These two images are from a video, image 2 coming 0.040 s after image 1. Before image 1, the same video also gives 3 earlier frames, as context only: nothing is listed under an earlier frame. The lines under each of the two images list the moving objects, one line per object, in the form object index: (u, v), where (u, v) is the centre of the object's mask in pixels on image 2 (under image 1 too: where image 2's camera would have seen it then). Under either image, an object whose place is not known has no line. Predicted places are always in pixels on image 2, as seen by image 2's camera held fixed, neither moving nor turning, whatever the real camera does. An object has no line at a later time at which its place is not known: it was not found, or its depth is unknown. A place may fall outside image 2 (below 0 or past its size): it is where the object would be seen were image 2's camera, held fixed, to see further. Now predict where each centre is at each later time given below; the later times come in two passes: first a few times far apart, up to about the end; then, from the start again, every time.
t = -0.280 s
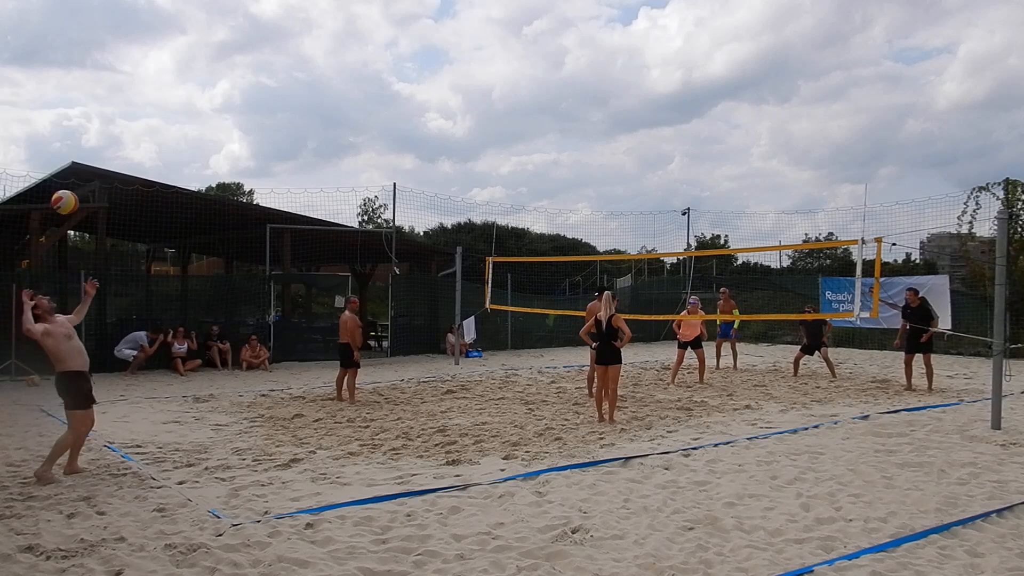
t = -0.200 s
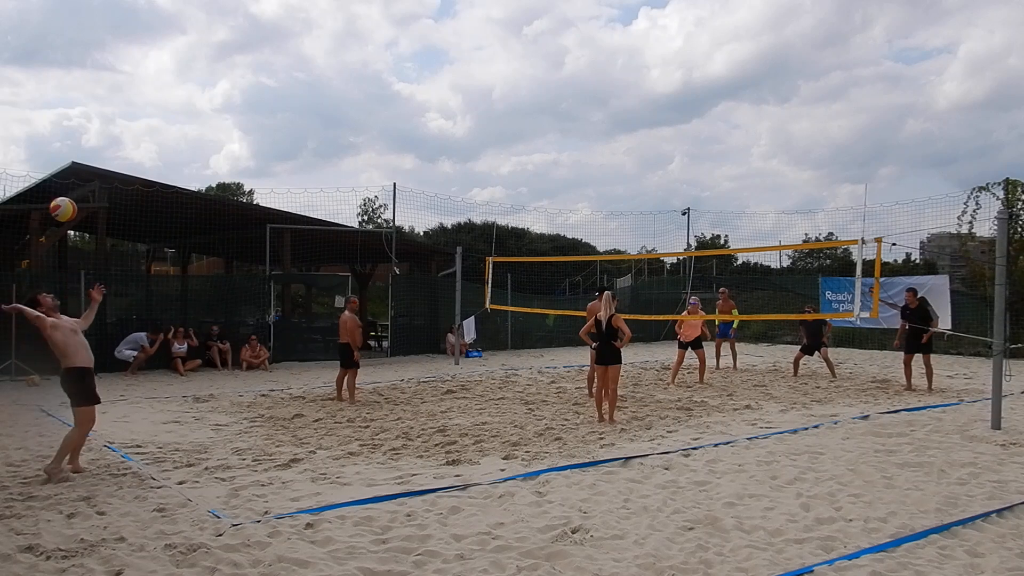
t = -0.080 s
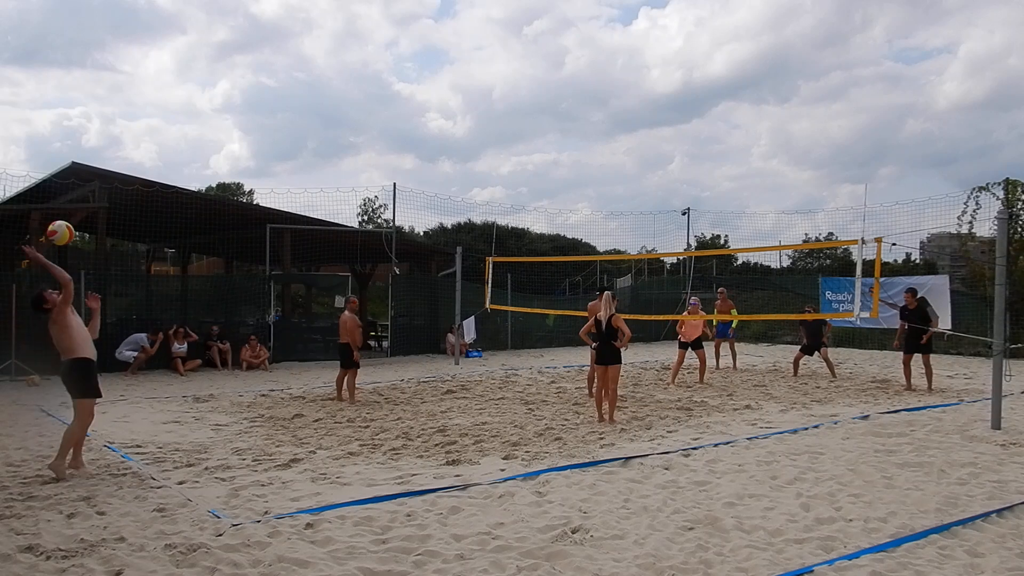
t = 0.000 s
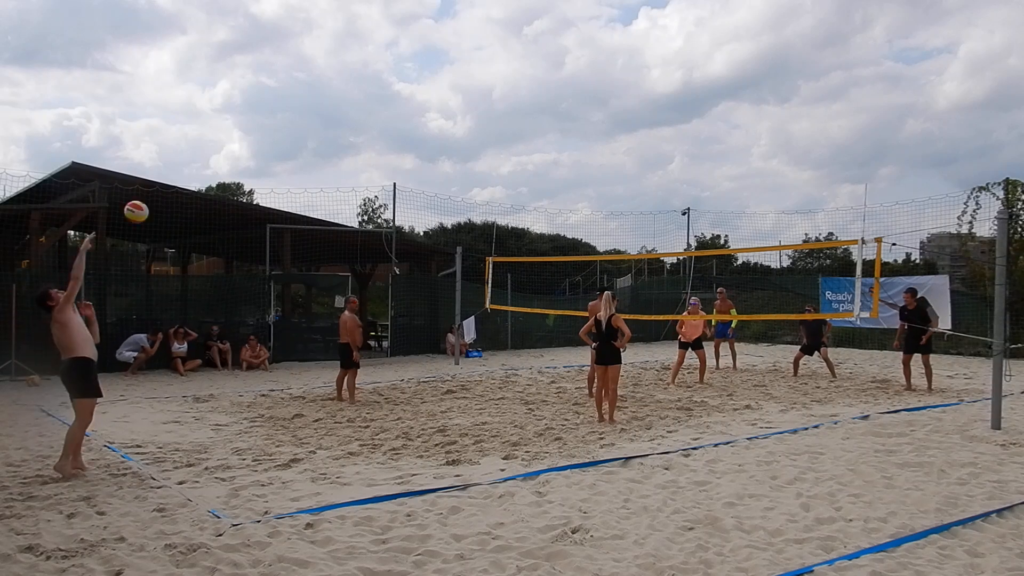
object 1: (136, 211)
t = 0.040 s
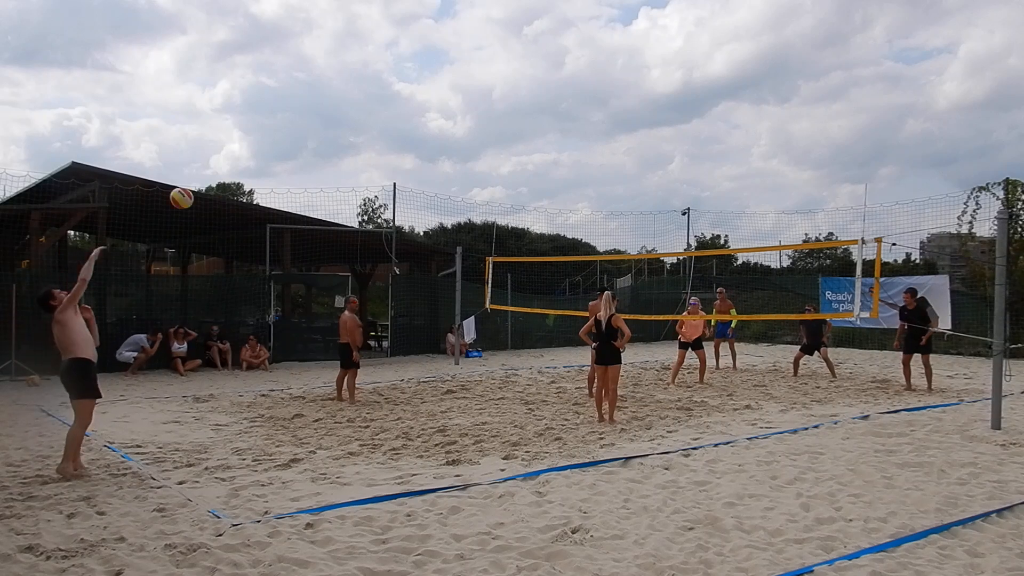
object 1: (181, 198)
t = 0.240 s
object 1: (362, 164)
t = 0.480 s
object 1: (511, 173)
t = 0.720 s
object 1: (614, 214)
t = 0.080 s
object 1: (222, 187)
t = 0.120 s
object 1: (262, 178)
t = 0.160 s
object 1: (298, 171)
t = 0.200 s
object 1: (332, 167)
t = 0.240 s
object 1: (362, 164)
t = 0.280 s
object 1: (391, 162)
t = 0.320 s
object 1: (419, 162)
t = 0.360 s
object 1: (444, 163)
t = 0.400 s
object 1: (468, 166)
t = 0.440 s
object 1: (490, 169)
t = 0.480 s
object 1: (511, 173)
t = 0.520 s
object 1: (531, 178)
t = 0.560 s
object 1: (550, 184)
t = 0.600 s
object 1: (567, 191)
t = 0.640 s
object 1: (584, 198)
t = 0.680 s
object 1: (599, 206)
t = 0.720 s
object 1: (614, 214)
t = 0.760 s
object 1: (629, 223)
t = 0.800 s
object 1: (643, 233)
